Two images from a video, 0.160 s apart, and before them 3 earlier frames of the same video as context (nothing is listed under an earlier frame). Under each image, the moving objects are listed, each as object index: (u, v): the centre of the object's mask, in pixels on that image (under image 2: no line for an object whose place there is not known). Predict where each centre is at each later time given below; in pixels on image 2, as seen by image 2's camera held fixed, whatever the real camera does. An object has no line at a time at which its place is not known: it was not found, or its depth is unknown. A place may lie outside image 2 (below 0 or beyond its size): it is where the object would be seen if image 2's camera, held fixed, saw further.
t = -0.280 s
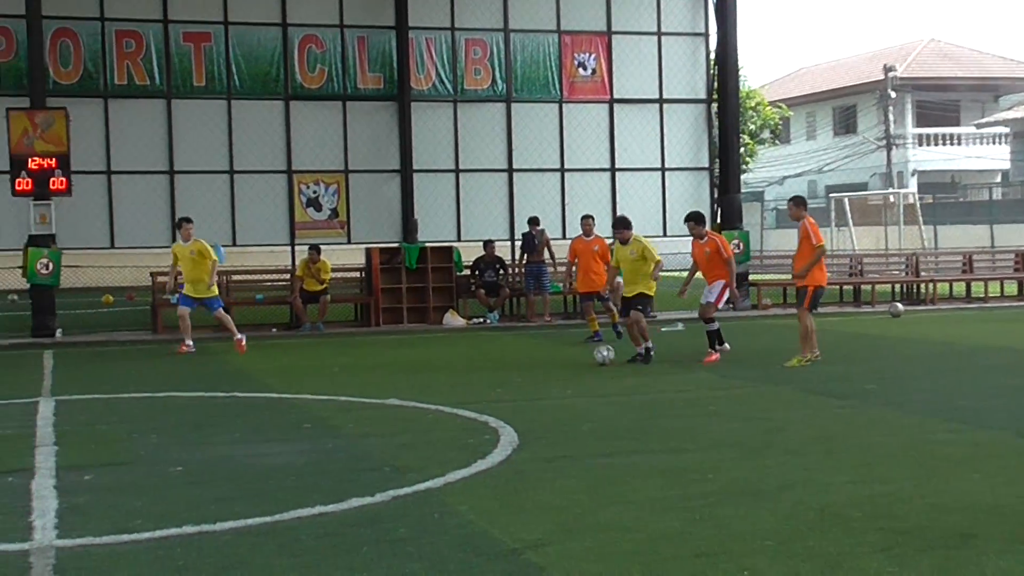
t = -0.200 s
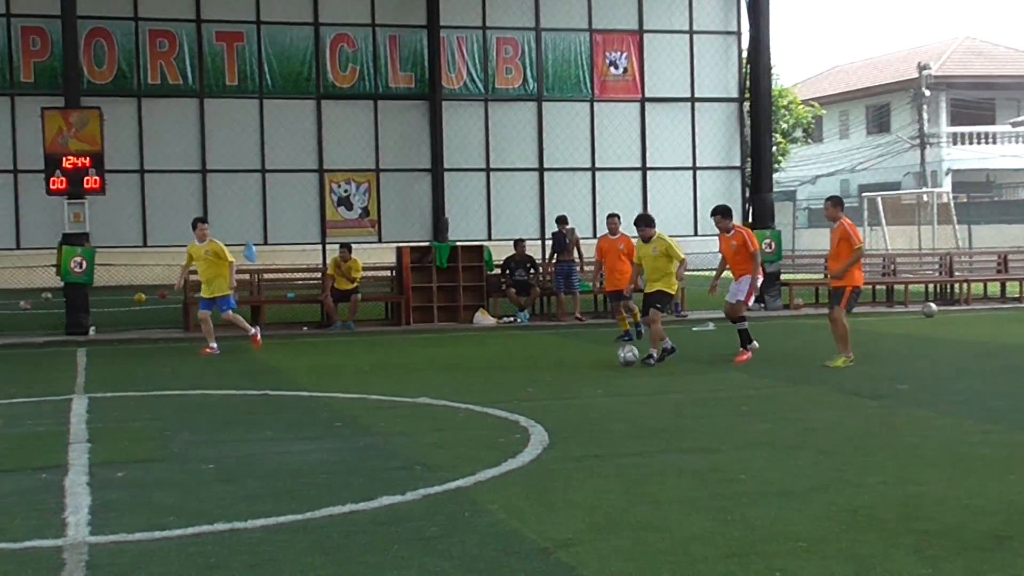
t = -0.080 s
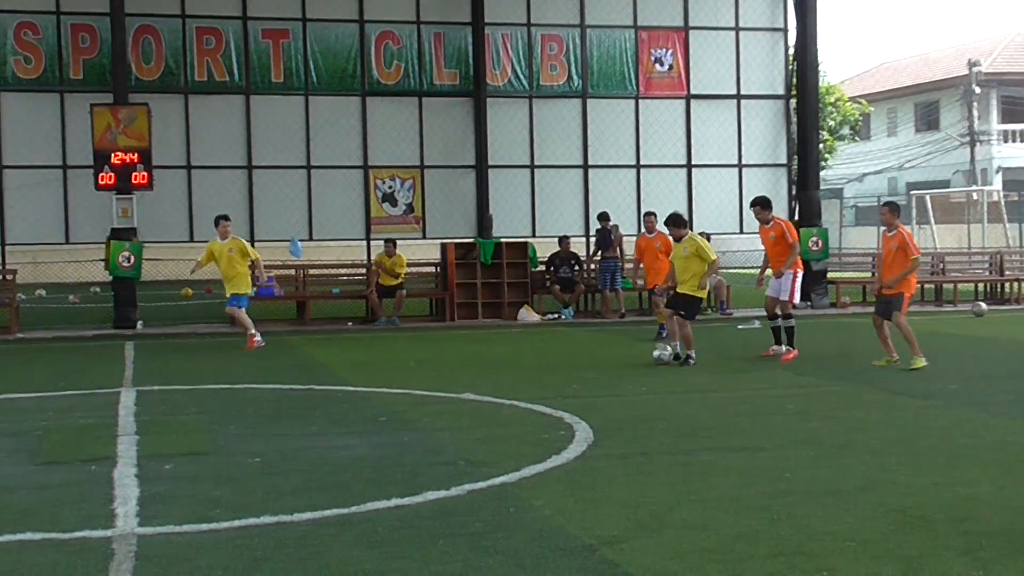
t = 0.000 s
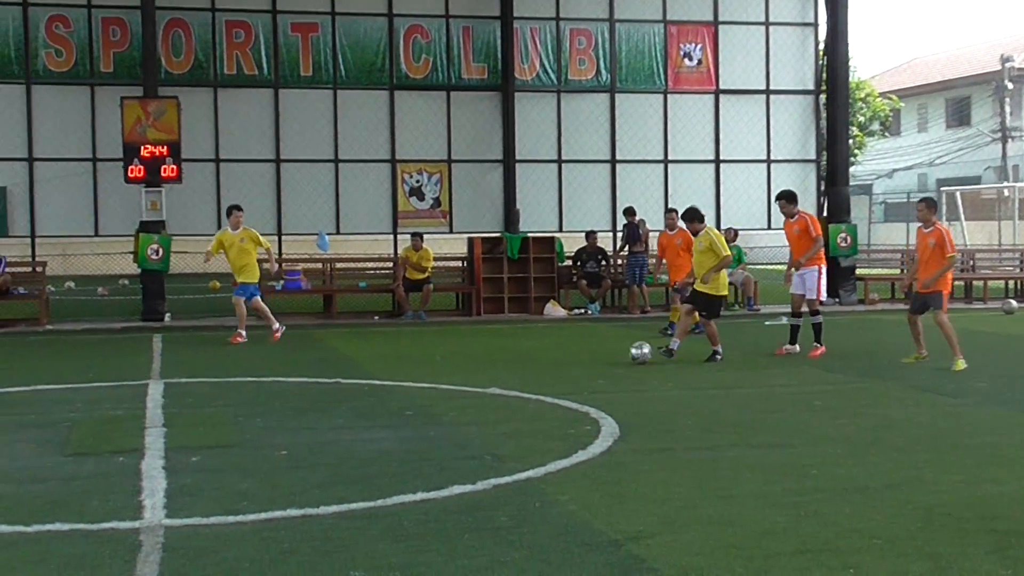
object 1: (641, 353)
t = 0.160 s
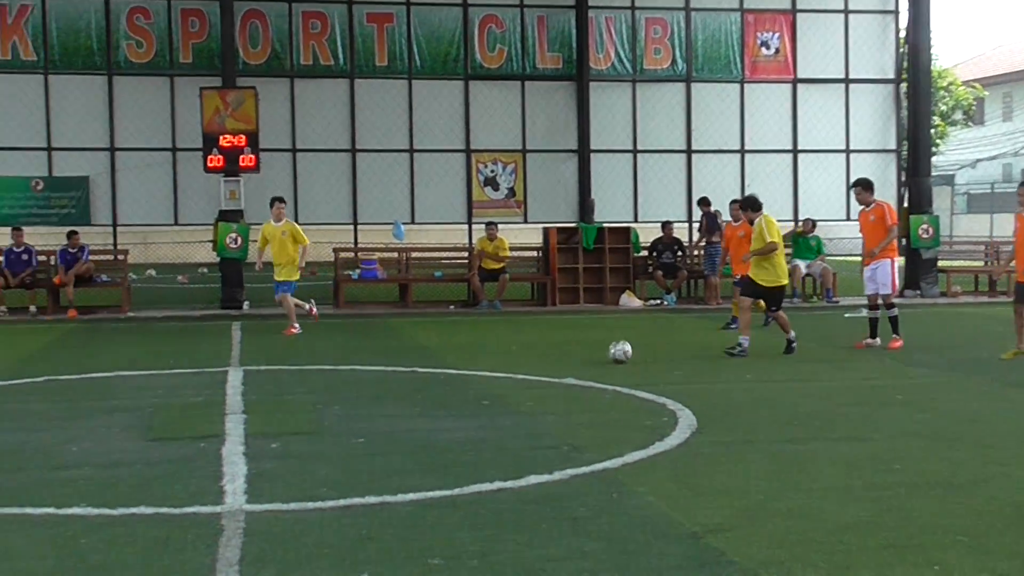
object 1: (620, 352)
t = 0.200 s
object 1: (597, 353)
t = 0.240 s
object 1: (575, 355)
